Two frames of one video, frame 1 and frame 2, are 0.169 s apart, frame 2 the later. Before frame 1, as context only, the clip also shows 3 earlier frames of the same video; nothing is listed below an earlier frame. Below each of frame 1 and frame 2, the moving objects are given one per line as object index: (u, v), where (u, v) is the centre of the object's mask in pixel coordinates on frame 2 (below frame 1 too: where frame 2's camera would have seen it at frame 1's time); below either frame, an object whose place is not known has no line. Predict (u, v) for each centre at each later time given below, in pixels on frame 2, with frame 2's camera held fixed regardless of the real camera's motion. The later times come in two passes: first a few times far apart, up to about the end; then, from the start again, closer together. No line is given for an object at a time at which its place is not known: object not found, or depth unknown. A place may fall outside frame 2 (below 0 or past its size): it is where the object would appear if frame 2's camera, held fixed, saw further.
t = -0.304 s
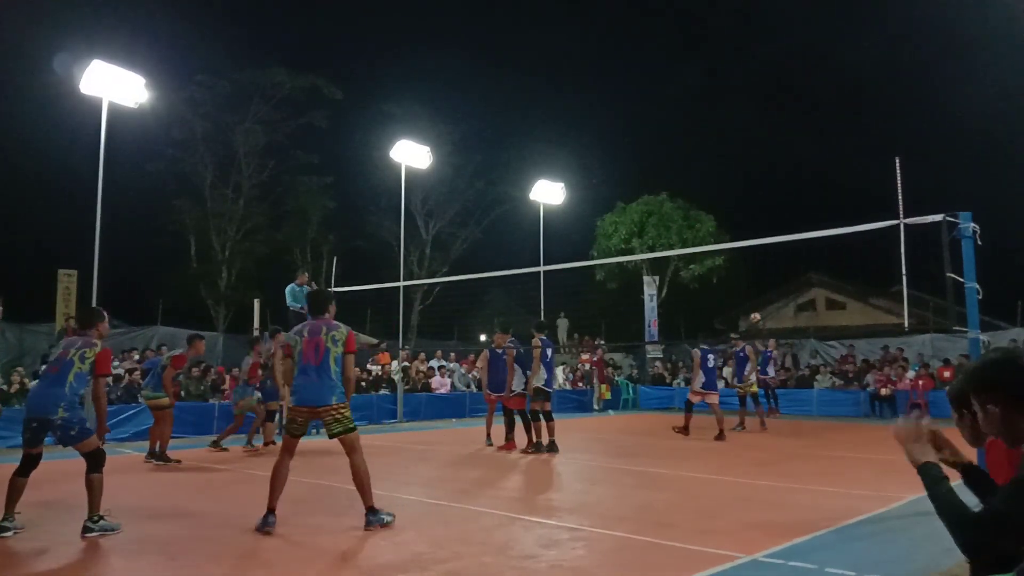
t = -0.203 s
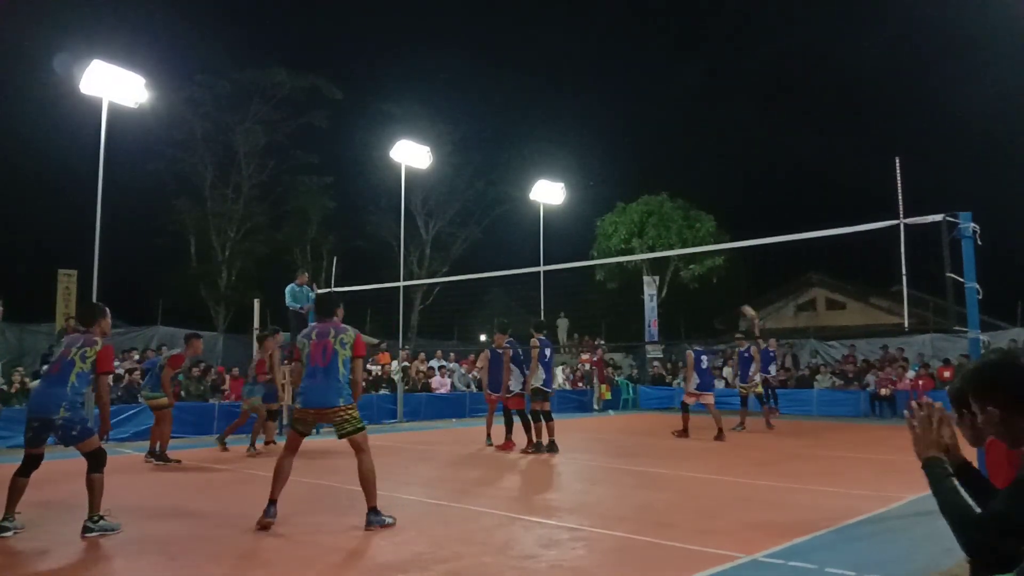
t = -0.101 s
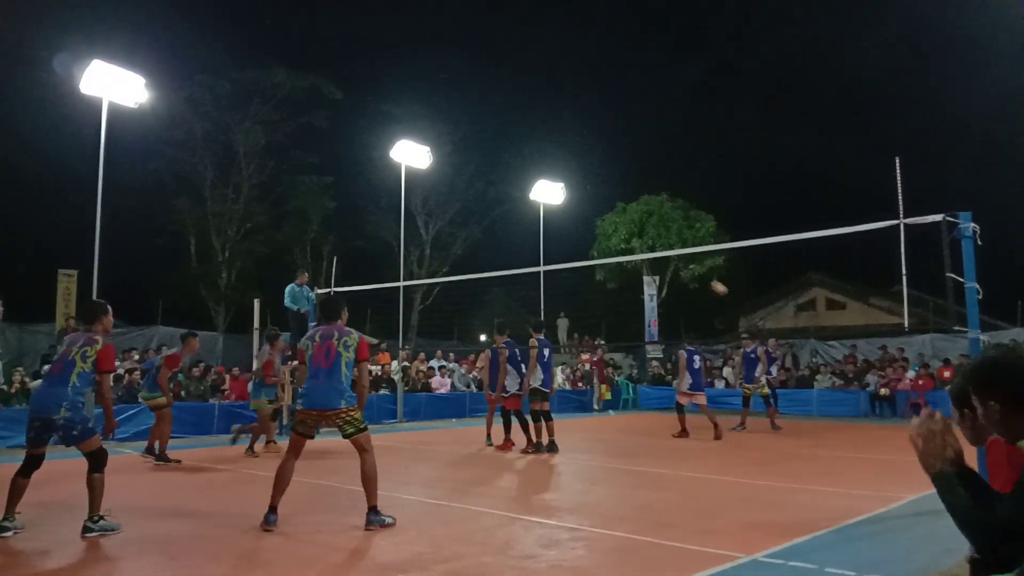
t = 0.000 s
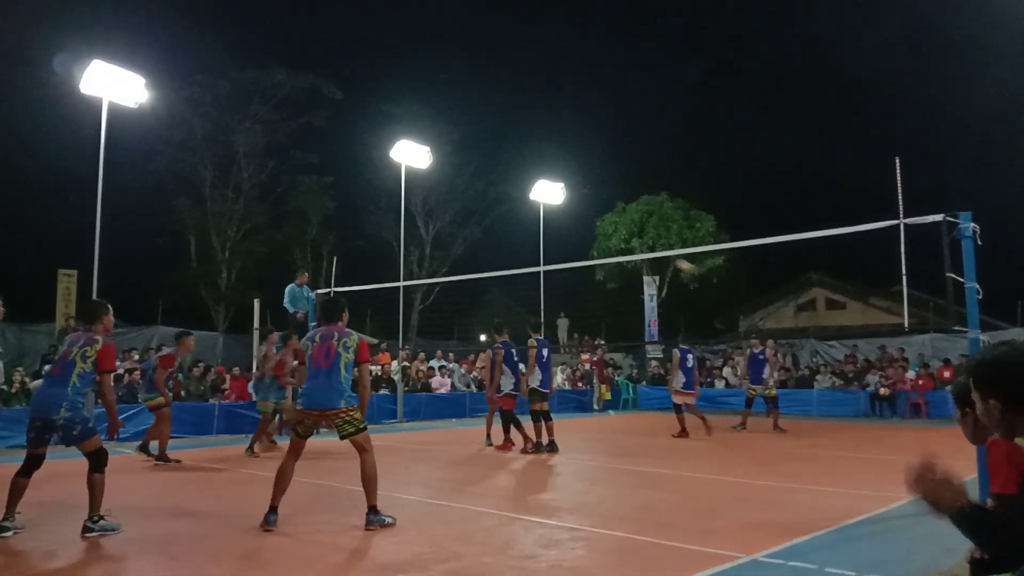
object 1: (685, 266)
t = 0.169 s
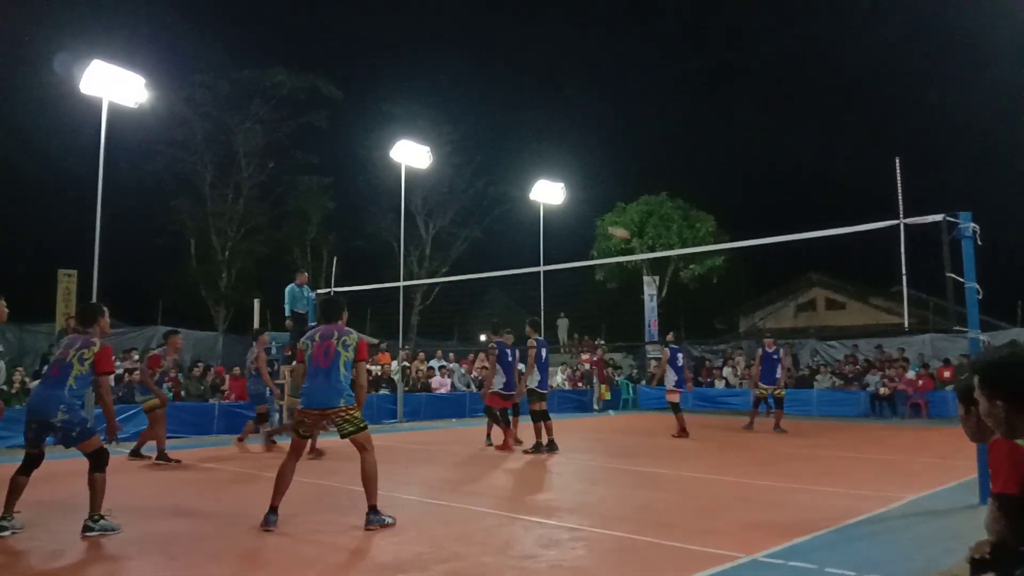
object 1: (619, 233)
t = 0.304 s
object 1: (557, 210)
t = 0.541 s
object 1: (420, 185)
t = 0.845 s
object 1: (118, 207)
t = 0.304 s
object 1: (557, 210)
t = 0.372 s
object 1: (521, 201)
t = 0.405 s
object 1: (504, 197)
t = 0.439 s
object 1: (485, 193)
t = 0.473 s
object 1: (465, 190)
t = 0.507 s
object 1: (443, 187)
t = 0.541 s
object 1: (420, 185)
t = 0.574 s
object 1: (388, 183)
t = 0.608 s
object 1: (365, 183)
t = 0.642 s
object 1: (337, 184)
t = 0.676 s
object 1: (306, 185)
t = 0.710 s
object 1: (273, 187)
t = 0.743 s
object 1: (237, 190)
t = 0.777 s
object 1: (200, 194)
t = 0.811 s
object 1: (160, 200)
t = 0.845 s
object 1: (118, 207)
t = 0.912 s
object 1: (25, 227)
